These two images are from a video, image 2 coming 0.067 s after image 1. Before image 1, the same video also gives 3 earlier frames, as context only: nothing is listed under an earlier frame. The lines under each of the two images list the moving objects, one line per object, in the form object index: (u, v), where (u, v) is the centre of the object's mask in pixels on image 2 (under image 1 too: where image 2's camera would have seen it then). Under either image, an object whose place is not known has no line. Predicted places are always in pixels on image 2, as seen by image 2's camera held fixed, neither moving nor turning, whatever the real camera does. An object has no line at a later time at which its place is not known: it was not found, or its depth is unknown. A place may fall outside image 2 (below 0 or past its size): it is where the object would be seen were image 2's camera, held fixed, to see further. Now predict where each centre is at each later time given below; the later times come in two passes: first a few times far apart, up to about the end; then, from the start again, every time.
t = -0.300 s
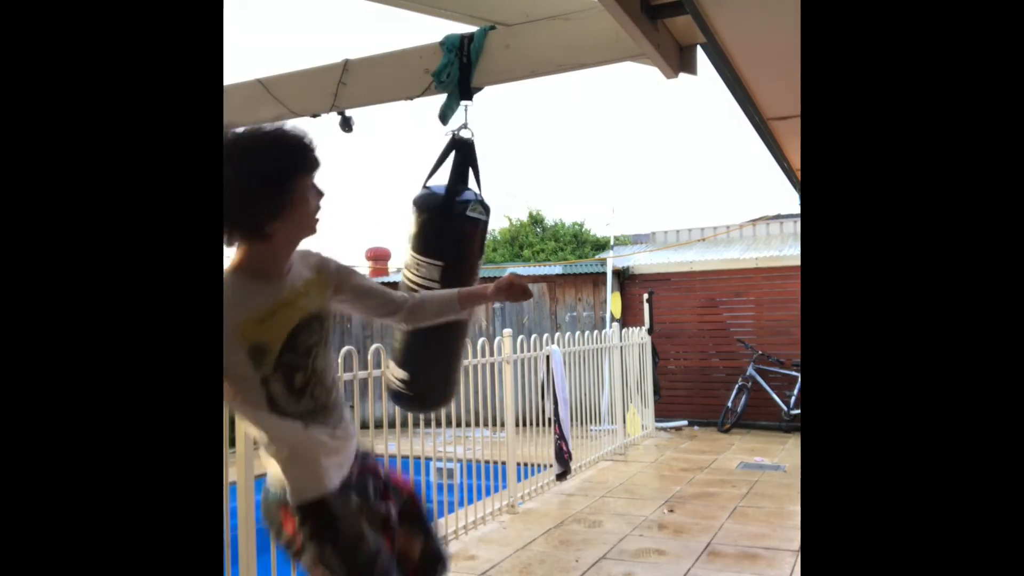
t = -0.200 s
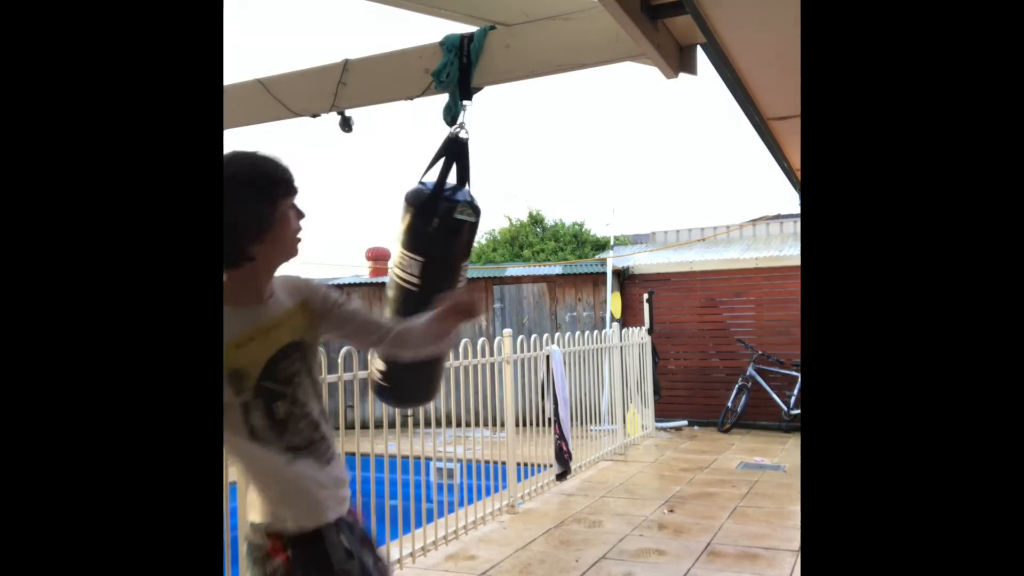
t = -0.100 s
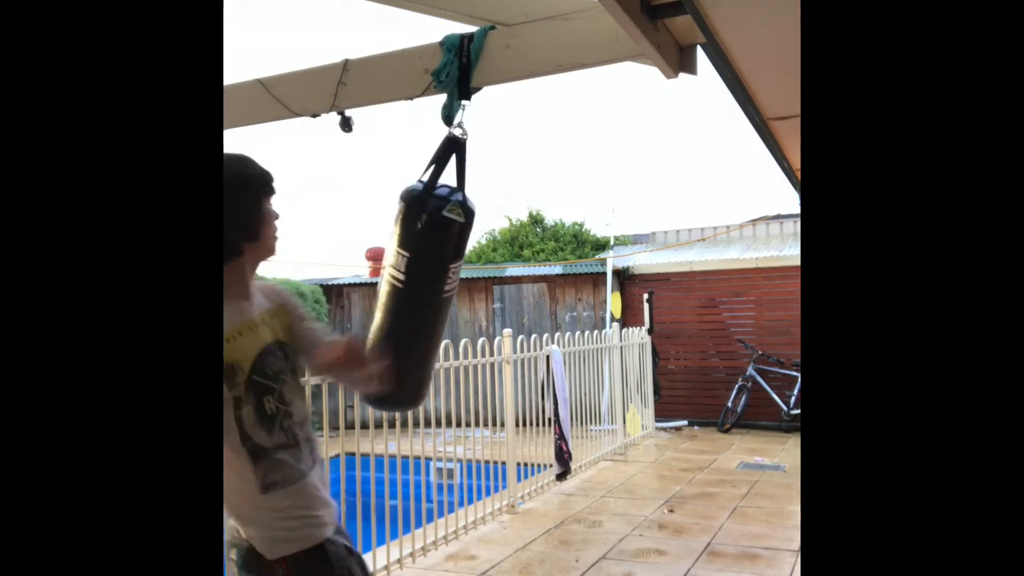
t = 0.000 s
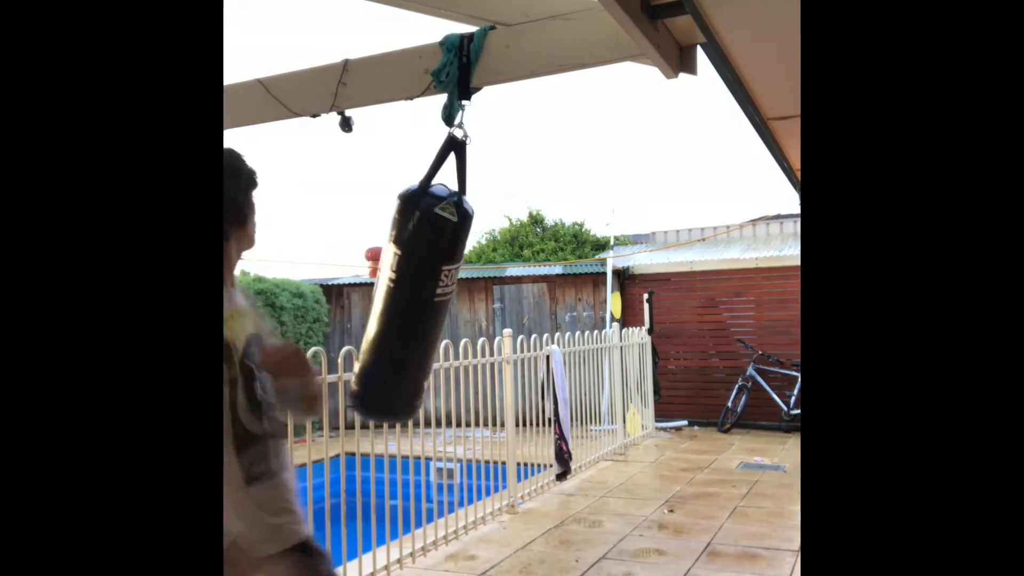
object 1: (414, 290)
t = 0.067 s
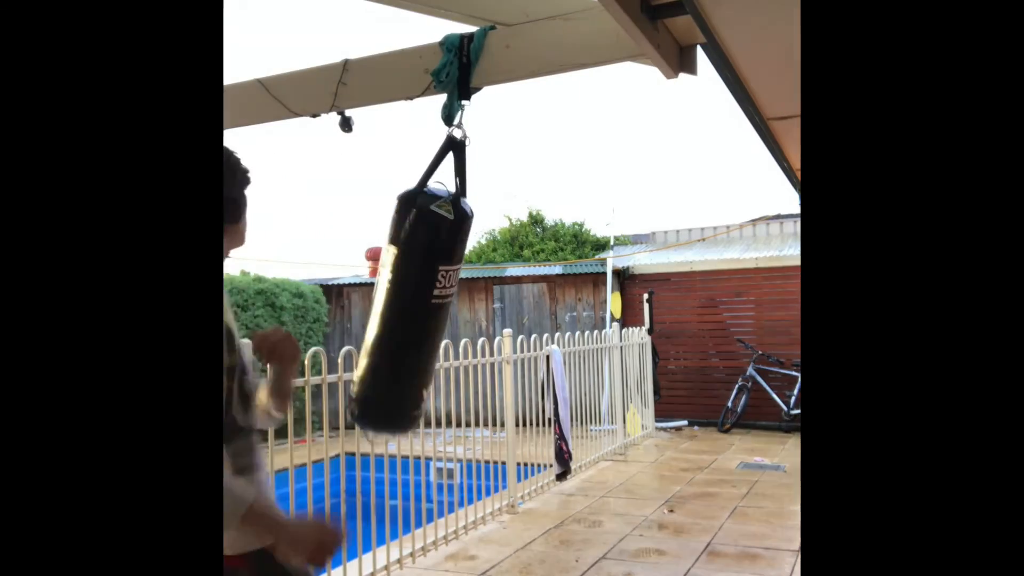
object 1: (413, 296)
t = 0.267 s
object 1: (428, 315)
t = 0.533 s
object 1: (486, 319)
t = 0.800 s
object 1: (552, 301)
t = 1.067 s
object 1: (567, 305)
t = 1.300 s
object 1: (530, 313)
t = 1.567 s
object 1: (468, 303)
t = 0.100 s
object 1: (414, 299)
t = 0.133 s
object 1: (416, 303)
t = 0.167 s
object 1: (417, 306)
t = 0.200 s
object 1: (420, 310)
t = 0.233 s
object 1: (424, 313)
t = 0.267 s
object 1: (428, 315)
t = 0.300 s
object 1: (433, 318)
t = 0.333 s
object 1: (439, 319)
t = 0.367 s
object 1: (445, 321)
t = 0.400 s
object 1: (453, 322)
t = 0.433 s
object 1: (460, 322)
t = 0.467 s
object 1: (468, 321)
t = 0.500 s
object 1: (477, 320)
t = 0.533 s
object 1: (486, 319)
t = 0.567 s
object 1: (495, 317)
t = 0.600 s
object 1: (505, 315)
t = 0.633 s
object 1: (513, 313)
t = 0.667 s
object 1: (523, 309)
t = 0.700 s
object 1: (531, 307)
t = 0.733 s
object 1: (539, 305)
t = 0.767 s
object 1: (546, 303)
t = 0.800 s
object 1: (552, 301)
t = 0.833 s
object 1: (558, 300)
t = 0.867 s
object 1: (562, 299)
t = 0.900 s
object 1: (566, 299)
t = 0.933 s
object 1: (568, 300)
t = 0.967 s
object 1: (569, 301)
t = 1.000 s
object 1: (569, 302)
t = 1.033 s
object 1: (569, 303)
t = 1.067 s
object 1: (567, 305)
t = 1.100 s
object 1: (564, 306)
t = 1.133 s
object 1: (560, 308)
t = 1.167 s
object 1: (556, 309)
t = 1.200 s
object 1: (550, 311)
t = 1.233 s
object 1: (544, 312)
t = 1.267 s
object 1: (537, 313)
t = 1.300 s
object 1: (530, 313)
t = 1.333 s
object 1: (523, 313)
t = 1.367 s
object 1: (515, 312)
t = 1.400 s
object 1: (507, 312)
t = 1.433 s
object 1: (499, 311)
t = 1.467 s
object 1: (491, 310)
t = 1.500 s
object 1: (483, 308)
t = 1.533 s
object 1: (475, 306)
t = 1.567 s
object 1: (468, 303)
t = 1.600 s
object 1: (461, 302)
